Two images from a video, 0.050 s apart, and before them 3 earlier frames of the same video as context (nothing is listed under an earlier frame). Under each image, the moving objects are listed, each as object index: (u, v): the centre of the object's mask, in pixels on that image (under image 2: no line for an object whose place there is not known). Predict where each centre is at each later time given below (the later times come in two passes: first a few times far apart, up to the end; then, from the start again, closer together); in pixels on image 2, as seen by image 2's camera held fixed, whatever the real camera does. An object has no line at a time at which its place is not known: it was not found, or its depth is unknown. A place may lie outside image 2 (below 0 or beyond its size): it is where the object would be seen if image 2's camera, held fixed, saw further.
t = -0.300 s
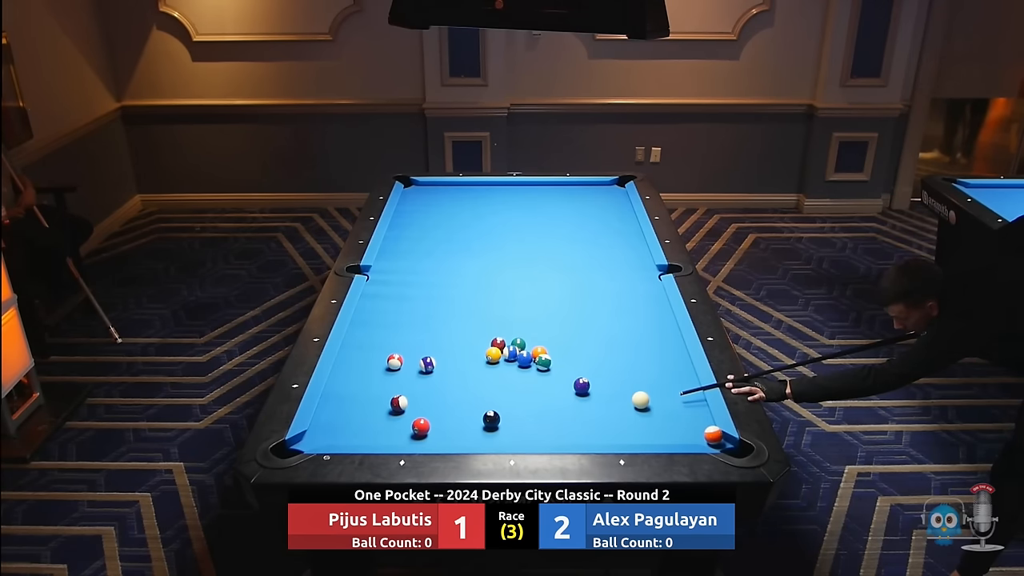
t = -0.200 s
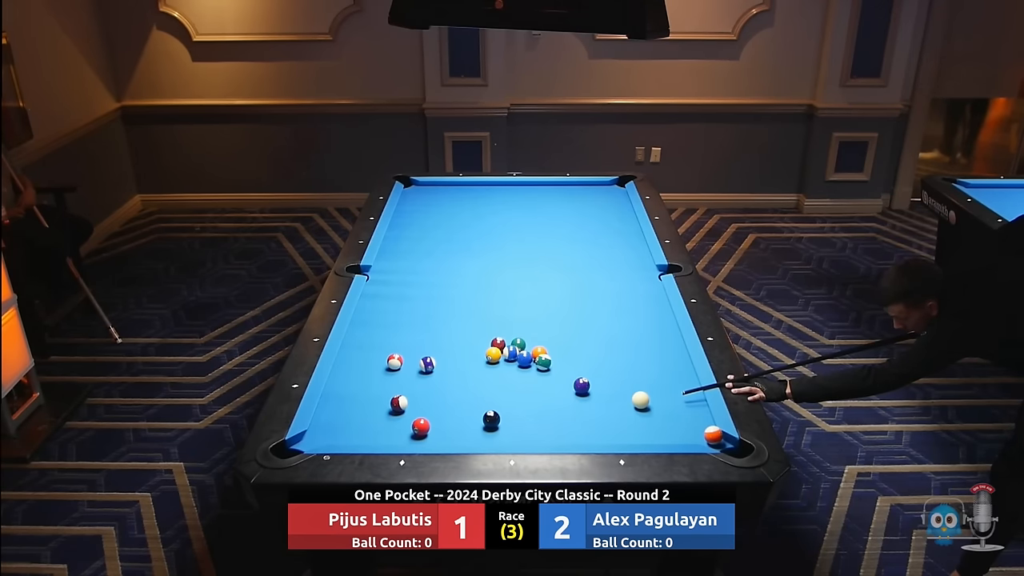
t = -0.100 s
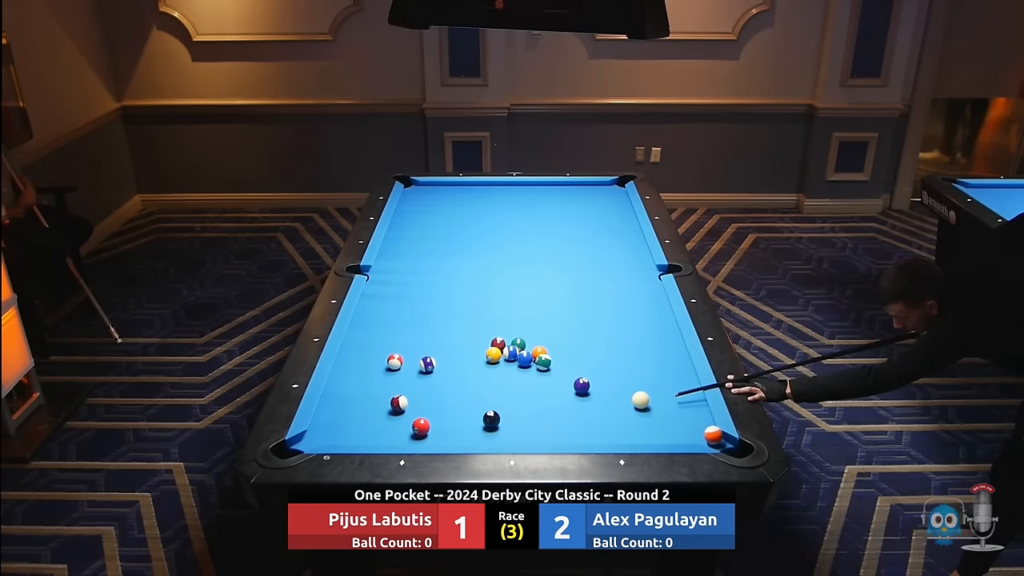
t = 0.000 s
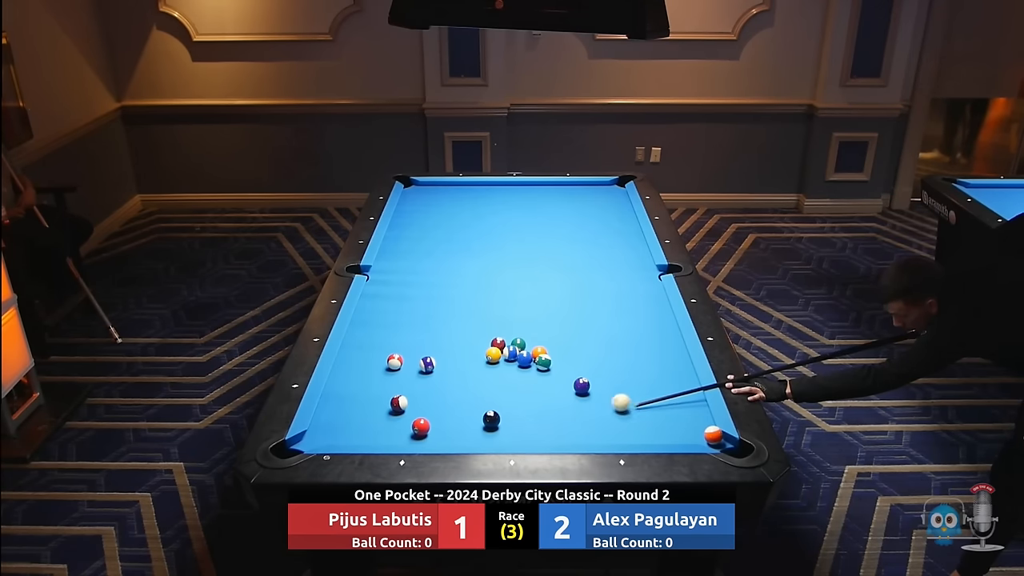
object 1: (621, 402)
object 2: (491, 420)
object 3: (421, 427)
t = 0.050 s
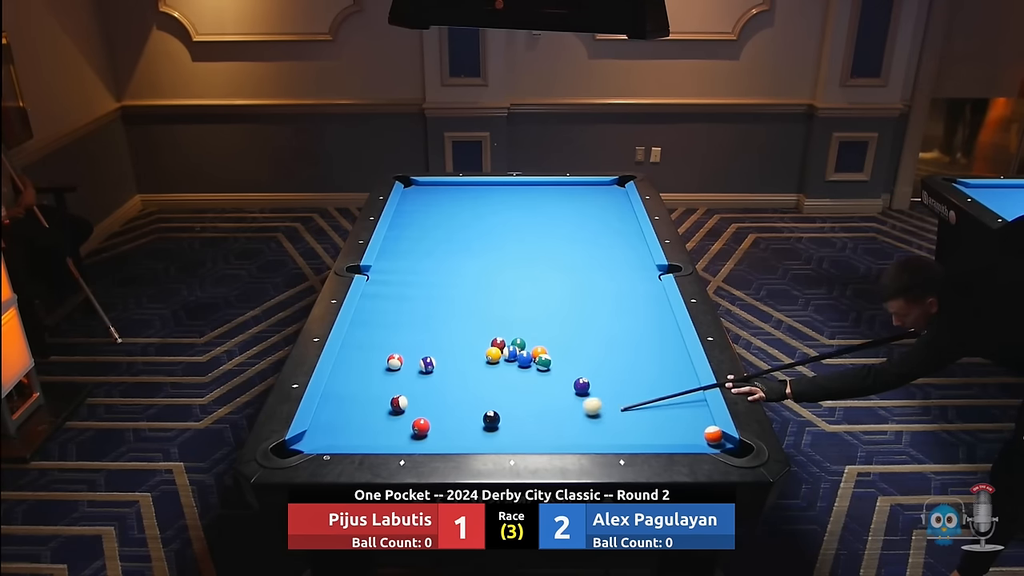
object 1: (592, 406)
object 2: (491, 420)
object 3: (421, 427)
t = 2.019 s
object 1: (511, 419)
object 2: (394, 432)
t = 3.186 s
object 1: (511, 418)
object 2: (393, 432)
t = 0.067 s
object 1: (583, 407)
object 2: (491, 420)
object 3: (421, 427)
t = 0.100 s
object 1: (564, 410)
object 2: (491, 420)
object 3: (421, 427)
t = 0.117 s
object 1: (556, 411)
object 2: (491, 420)
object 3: (421, 427)
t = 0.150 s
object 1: (538, 413)
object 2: (491, 420)
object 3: (421, 427)
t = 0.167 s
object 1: (530, 414)
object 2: (491, 420)
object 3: (421, 427)
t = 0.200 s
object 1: (513, 416)
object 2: (491, 420)
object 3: (421, 427)
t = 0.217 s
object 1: (509, 417)
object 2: (487, 421)
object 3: (421, 427)
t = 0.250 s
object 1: (509, 417)
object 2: (472, 422)
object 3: (421, 427)
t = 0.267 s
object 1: (509, 417)
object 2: (464, 423)
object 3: (421, 427)
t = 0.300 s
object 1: (510, 417)
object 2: (450, 424)
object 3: (420, 426)
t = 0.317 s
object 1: (510, 418)
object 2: (443, 425)
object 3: (421, 427)
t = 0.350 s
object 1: (510, 418)
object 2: (438, 425)
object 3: (411, 427)
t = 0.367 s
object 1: (510, 418)
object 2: (438, 426)
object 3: (405, 428)
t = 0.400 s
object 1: (510, 418)
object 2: (437, 426)
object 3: (393, 429)
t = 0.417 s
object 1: (510, 418)
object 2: (436, 426)
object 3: (387, 430)
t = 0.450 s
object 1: (511, 418)
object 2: (435, 426)
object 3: (376, 431)
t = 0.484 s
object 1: (511, 418)
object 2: (433, 426)
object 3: (365, 432)
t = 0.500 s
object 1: (511, 418)
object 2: (433, 426)
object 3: (361, 432)
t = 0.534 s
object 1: (511, 418)
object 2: (431, 427)
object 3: (351, 433)
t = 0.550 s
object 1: (511, 419)
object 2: (430, 427)
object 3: (347, 433)
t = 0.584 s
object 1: (511, 419)
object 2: (429, 427)
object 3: (338, 434)
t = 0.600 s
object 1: (511, 419)
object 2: (428, 427)
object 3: (334, 435)
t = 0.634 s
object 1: (511, 419)
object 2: (427, 427)
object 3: (325, 436)
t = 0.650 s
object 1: (512, 419)
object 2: (426, 427)
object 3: (320, 436)
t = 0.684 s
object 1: (512, 419)
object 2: (425, 428)
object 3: (311, 437)
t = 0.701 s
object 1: (512, 419)
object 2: (424, 428)
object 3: (307, 438)
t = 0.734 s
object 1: (512, 419)
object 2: (423, 428)
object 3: (304, 440)
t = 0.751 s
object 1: (512, 419)
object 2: (423, 428)
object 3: (303, 442)
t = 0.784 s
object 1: (512, 419)
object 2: (421, 428)
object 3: (301, 445)
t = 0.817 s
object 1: (512, 419)
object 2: (420, 428)
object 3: (298, 450)
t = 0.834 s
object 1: (512, 419)
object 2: (420, 428)
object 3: (296, 453)
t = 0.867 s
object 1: (511, 419)
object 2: (418, 428)
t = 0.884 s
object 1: (511, 419)
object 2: (418, 429)
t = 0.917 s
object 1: (511, 419)
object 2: (417, 429)
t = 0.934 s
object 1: (511, 419)
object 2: (416, 429)
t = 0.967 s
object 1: (511, 419)
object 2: (415, 429)
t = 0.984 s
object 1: (511, 419)
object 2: (414, 429)
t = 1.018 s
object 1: (511, 419)
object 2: (413, 429)
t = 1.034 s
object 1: (511, 419)
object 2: (413, 429)
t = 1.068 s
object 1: (511, 418)
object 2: (412, 430)
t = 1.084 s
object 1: (511, 418)
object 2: (411, 430)
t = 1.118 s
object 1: (511, 418)
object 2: (410, 430)
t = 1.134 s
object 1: (511, 418)
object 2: (410, 430)
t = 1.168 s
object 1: (511, 418)
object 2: (409, 430)
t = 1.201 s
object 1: (511, 419)
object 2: (408, 430)
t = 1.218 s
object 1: (511, 418)
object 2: (408, 430)
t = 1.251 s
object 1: (511, 418)
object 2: (407, 430)
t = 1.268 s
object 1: (511, 418)
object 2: (407, 430)
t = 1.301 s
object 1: (511, 418)
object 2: (406, 430)
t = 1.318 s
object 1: (511, 418)
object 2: (405, 430)
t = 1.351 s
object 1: (511, 418)
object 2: (405, 430)
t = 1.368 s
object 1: (511, 418)
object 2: (404, 430)
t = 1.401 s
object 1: (511, 418)
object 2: (403, 431)
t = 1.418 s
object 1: (511, 418)
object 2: (403, 431)
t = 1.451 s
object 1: (511, 418)
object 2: (402, 431)
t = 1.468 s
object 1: (511, 418)
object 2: (402, 431)
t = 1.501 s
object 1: (511, 418)
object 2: (401, 431)
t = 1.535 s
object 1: (511, 418)
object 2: (400, 431)
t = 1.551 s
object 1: (511, 418)
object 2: (400, 431)
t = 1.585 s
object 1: (511, 418)
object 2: (400, 431)
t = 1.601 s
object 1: (511, 418)
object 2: (399, 431)
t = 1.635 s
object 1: (511, 418)
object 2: (399, 432)
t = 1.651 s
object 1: (511, 418)
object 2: (398, 432)
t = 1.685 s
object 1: (511, 419)
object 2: (398, 432)
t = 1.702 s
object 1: (511, 418)
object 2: (398, 432)
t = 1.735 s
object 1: (511, 418)
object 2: (397, 432)
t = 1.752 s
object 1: (511, 418)
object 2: (397, 432)
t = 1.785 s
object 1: (511, 418)
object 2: (396, 432)
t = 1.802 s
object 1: (511, 418)
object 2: (396, 432)
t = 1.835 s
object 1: (511, 418)
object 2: (396, 432)
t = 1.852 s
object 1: (511, 418)
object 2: (396, 432)
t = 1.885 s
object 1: (511, 418)
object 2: (395, 432)
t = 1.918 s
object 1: (511, 418)
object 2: (395, 432)
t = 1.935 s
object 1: (511, 418)
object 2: (395, 432)
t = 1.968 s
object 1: (511, 418)
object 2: (394, 432)
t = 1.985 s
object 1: (511, 418)
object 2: (394, 432)
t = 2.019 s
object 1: (511, 419)
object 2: (394, 432)
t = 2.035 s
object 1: (511, 418)
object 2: (394, 432)
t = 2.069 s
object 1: (511, 418)
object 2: (394, 432)
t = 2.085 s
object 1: (511, 418)
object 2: (393, 432)
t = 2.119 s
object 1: (511, 418)
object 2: (393, 432)
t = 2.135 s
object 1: (511, 418)
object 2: (393, 432)
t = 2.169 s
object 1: (511, 418)
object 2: (393, 432)
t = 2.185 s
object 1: (511, 418)
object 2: (393, 432)
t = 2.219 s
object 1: (511, 418)
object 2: (393, 432)
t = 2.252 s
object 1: (511, 418)
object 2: (393, 432)
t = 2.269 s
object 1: (511, 418)
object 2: (393, 432)
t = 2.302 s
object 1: (511, 418)
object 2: (393, 432)
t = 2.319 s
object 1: (511, 418)
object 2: (392, 432)
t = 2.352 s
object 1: (511, 418)
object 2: (393, 432)
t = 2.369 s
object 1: (511, 418)
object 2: (392, 432)
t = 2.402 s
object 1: (511, 418)
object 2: (392, 432)
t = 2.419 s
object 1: (511, 418)
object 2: (392, 432)
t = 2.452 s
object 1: (511, 418)
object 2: (392, 432)
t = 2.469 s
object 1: (511, 418)
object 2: (392, 432)
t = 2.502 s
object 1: (511, 418)
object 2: (392, 432)
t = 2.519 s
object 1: (511, 418)
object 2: (392, 432)
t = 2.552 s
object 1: (511, 418)
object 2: (392, 432)
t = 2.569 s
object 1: (511, 418)
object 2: (392, 432)
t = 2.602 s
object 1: (511, 418)
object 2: (392, 432)
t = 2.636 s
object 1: (511, 418)
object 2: (392, 432)
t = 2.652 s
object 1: (511, 418)
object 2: (392, 432)
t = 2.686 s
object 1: (511, 418)
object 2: (393, 432)
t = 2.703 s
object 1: (511, 418)
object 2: (393, 432)
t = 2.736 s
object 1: (511, 418)
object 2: (393, 432)
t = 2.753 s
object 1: (511, 418)
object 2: (393, 432)
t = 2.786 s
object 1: (511, 418)
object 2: (393, 432)
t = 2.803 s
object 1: (511, 418)
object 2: (393, 432)
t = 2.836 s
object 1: (511, 418)
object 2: (393, 432)
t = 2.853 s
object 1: (511, 418)
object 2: (393, 432)
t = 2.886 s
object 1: (511, 418)
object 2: (393, 432)
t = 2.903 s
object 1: (511, 418)
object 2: (393, 432)
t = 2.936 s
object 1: (511, 418)
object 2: (393, 432)
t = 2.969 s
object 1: (511, 418)
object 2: (393, 432)
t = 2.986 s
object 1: (511, 418)
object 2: (393, 432)
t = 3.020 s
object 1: (511, 418)
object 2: (393, 432)
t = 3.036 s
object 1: (511, 418)
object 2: (393, 432)
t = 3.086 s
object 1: (511, 418)
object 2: (393, 432)
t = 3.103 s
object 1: (511, 418)
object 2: (393, 432)
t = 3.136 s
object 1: (511, 418)
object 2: (393, 432)
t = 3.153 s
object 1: (511, 419)
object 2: (393, 432)
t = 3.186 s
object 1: (511, 418)
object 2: (393, 432)
